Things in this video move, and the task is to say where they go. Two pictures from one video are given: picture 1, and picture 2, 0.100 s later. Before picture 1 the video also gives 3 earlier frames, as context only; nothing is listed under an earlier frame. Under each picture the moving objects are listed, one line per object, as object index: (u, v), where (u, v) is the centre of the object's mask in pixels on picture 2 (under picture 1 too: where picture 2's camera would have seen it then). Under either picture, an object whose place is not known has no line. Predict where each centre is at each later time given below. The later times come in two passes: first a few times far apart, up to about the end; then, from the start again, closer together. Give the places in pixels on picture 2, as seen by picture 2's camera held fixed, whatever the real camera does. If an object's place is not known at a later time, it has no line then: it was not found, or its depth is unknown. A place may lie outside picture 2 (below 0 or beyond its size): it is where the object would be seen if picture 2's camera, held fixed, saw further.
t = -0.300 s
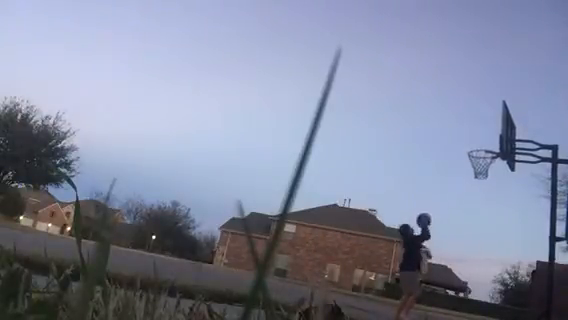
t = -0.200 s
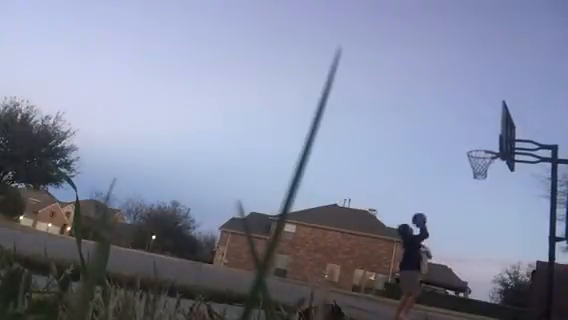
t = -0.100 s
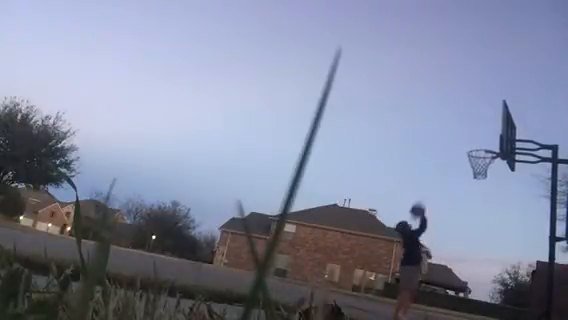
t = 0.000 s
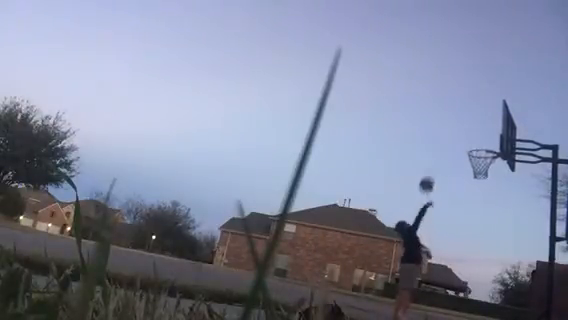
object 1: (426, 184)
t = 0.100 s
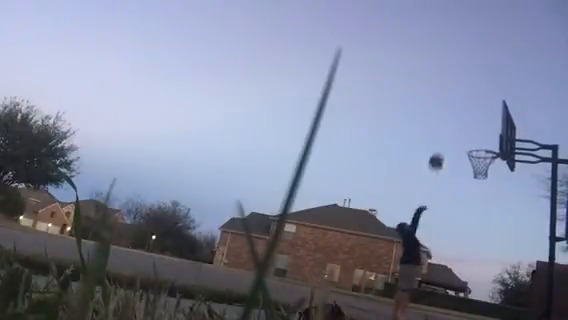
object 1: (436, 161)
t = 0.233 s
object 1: (446, 140)
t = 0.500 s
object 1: (465, 125)
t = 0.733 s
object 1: (477, 143)
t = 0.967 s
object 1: (485, 178)
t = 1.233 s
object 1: (484, 239)
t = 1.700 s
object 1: (479, 271)
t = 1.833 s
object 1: (477, 250)
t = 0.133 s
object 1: (438, 155)
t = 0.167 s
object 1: (441, 149)
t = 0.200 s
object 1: (444, 144)
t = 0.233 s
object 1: (446, 140)
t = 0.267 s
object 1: (449, 136)
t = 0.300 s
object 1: (451, 133)
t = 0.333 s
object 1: (454, 130)
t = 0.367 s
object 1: (456, 128)
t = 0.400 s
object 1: (458, 127)
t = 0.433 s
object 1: (461, 125)
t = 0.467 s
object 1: (463, 125)
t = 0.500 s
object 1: (465, 125)
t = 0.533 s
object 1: (467, 126)
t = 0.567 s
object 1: (469, 127)
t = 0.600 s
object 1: (471, 129)
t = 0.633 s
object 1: (473, 132)
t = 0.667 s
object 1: (474, 135)
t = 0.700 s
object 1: (476, 139)
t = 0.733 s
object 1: (477, 143)
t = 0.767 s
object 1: (479, 148)
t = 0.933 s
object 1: (484, 174)
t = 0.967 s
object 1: (485, 178)
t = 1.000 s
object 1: (485, 184)
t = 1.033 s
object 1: (484, 190)
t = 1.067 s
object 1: (485, 196)
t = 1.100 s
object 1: (485, 203)
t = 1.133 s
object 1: (484, 211)
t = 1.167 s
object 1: (484, 220)
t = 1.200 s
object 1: (484, 229)
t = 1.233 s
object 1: (484, 239)
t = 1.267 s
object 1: (483, 249)
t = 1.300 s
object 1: (483, 261)
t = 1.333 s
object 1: (482, 272)
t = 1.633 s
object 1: (479, 286)
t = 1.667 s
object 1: (479, 278)
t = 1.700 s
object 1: (479, 271)
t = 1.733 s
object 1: (479, 265)
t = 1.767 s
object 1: (479, 259)
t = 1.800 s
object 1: (478, 254)
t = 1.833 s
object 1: (477, 250)
